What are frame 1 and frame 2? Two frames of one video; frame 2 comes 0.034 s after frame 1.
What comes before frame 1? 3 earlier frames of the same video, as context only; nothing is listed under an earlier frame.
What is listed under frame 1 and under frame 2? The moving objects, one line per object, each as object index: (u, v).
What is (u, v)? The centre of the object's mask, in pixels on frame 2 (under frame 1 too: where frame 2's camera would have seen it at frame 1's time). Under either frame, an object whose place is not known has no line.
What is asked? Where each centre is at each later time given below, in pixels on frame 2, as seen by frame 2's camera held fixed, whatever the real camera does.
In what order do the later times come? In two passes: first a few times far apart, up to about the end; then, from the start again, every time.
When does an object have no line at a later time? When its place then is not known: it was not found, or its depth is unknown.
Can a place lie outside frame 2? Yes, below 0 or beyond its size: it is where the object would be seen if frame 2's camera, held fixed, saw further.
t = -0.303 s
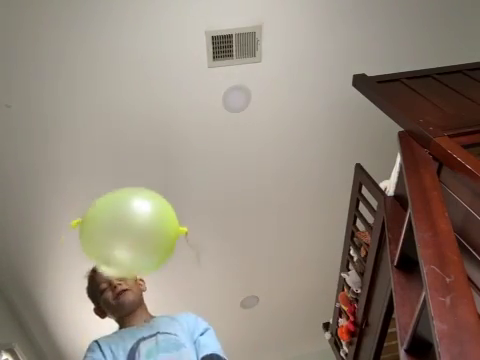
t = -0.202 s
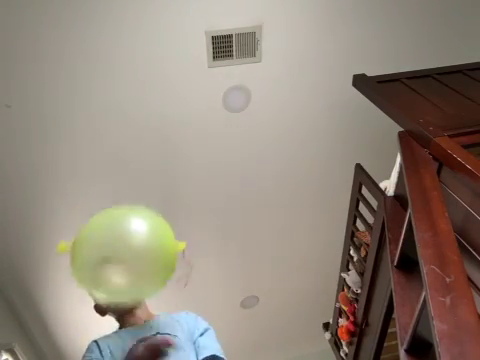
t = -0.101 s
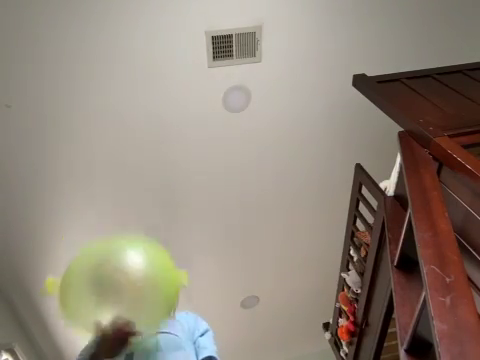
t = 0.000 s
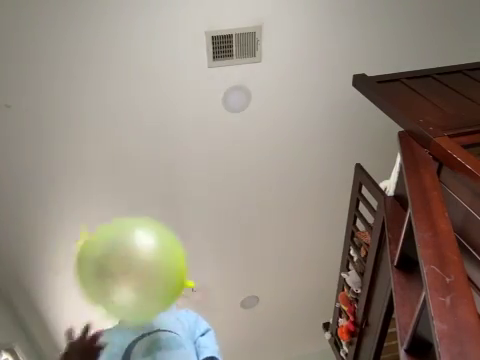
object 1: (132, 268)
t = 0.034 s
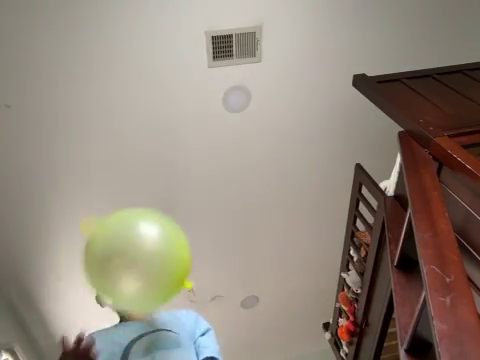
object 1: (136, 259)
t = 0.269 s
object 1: (171, 234)
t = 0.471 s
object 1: (201, 254)
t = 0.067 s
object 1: (141, 252)
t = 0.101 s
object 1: (145, 246)
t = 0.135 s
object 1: (150, 242)
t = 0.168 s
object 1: (156, 239)
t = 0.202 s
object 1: (160, 236)
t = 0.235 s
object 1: (166, 234)
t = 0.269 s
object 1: (171, 234)
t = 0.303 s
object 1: (175, 234)
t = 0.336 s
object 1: (180, 236)
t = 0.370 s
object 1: (186, 239)
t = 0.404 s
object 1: (190, 243)
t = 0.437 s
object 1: (196, 248)
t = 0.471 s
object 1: (201, 254)
